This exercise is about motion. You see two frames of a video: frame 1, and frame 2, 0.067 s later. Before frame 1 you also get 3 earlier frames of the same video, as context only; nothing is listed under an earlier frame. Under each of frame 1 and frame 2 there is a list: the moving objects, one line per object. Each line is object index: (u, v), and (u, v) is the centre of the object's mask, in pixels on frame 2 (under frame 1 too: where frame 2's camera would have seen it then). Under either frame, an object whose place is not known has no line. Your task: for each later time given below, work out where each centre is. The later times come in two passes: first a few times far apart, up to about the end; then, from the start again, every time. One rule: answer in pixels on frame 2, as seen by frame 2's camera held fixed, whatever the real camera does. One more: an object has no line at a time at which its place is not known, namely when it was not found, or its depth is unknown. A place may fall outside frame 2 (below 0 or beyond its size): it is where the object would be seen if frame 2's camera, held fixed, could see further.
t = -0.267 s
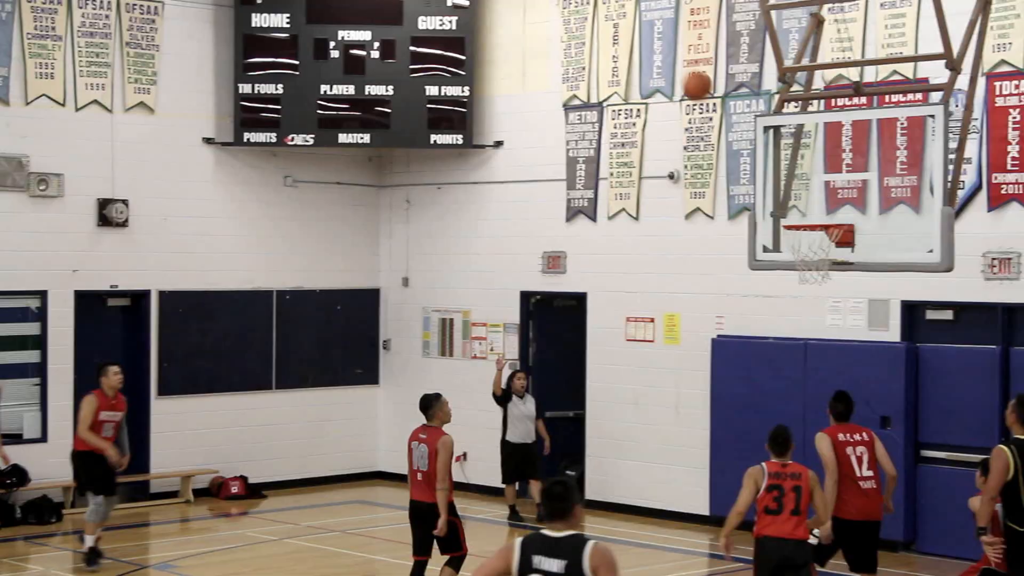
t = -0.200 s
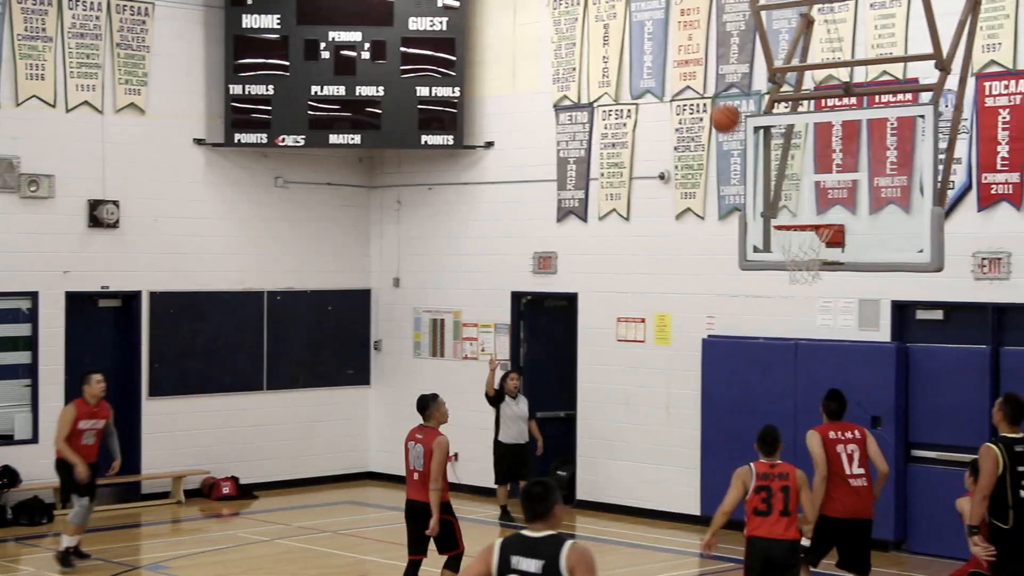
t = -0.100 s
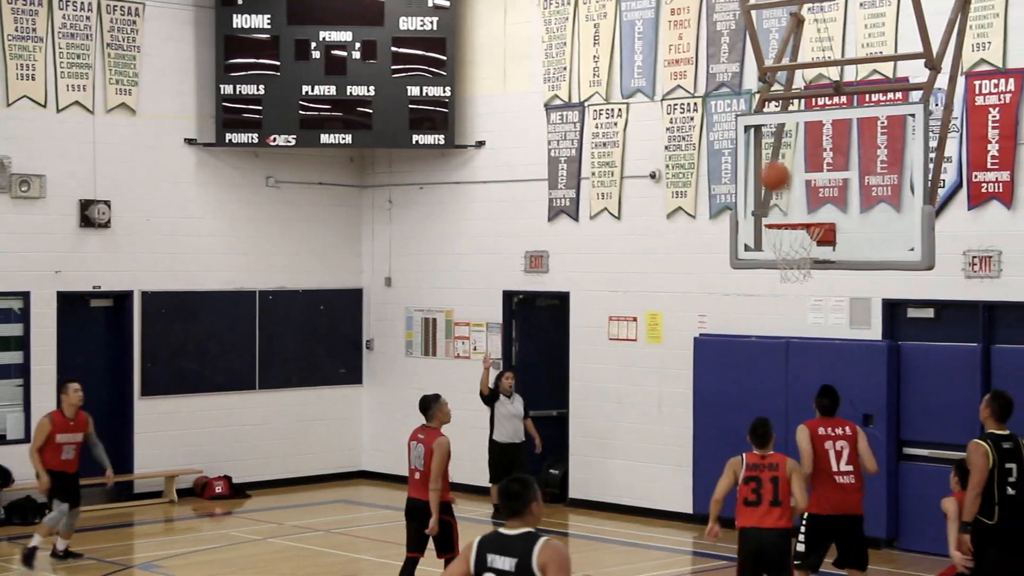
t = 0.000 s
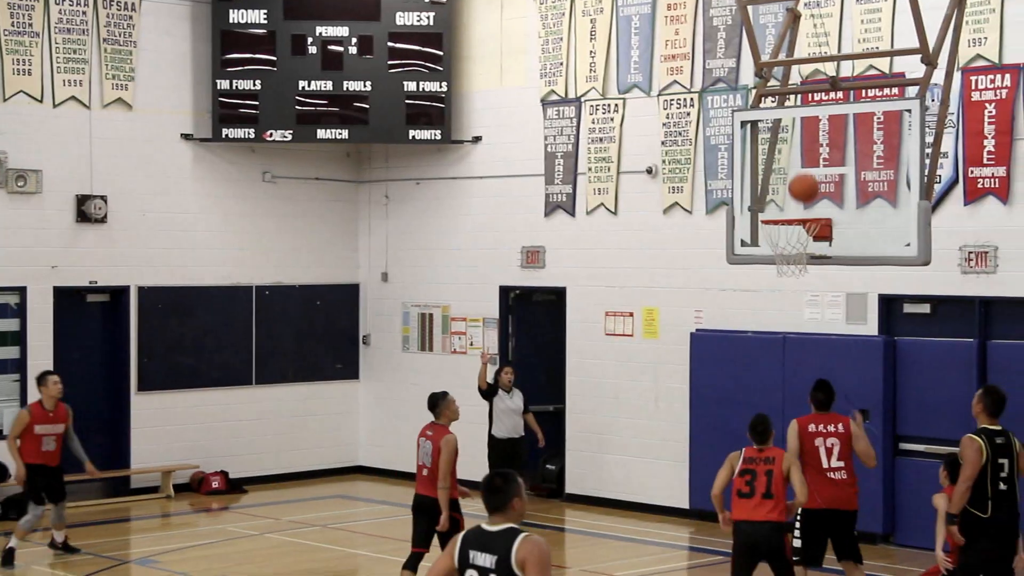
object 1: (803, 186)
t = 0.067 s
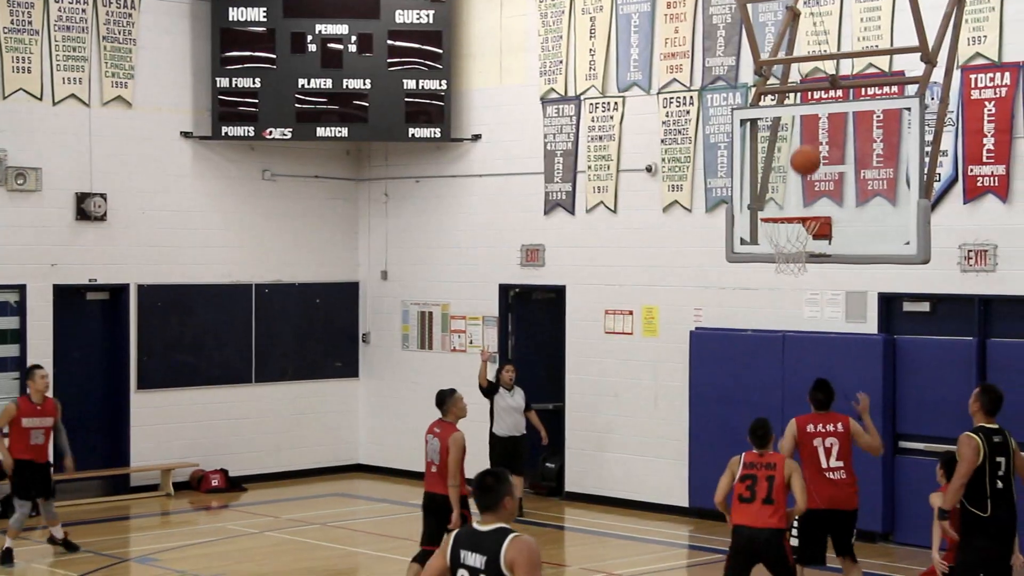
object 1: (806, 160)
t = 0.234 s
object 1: (804, 121)
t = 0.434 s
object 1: (771, 119)
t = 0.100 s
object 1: (807, 150)
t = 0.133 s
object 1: (807, 140)
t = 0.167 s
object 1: (809, 133)
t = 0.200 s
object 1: (809, 127)
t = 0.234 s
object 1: (804, 121)
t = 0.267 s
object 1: (798, 117)
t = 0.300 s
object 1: (792, 114)
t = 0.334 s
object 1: (787, 113)
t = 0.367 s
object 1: (782, 114)
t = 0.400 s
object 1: (777, 116)
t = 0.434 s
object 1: (771, 119)
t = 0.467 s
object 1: (767, 123)
